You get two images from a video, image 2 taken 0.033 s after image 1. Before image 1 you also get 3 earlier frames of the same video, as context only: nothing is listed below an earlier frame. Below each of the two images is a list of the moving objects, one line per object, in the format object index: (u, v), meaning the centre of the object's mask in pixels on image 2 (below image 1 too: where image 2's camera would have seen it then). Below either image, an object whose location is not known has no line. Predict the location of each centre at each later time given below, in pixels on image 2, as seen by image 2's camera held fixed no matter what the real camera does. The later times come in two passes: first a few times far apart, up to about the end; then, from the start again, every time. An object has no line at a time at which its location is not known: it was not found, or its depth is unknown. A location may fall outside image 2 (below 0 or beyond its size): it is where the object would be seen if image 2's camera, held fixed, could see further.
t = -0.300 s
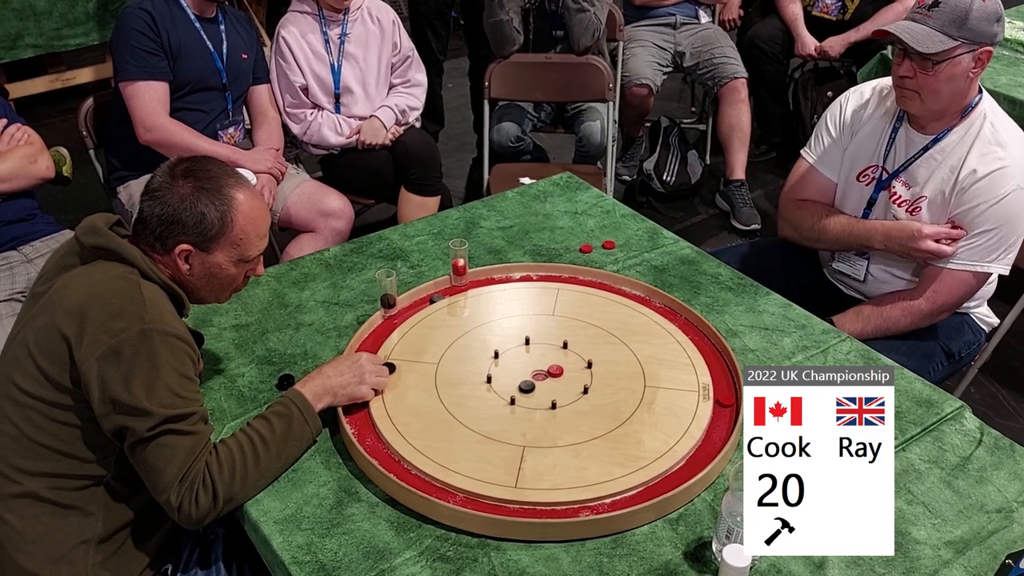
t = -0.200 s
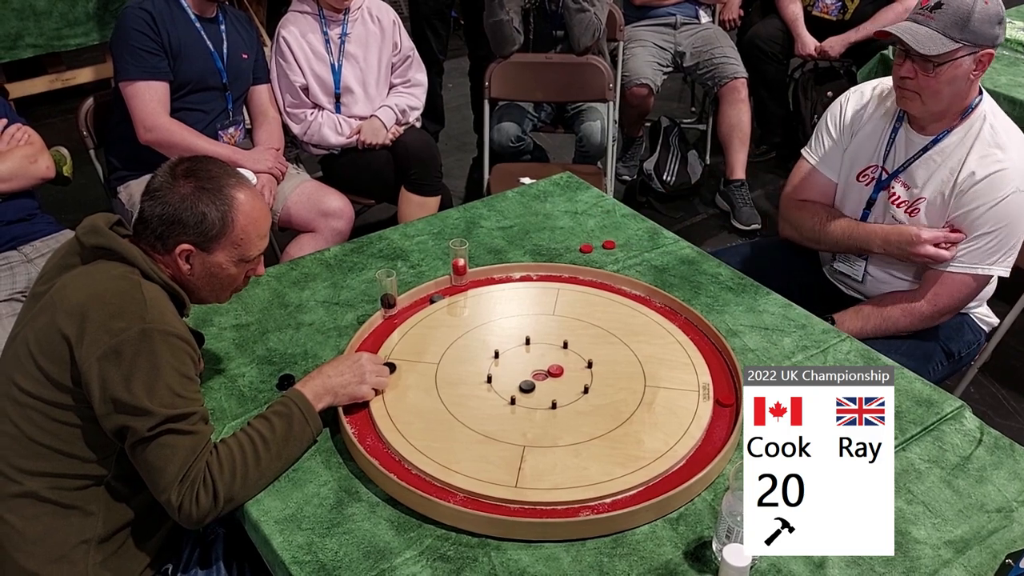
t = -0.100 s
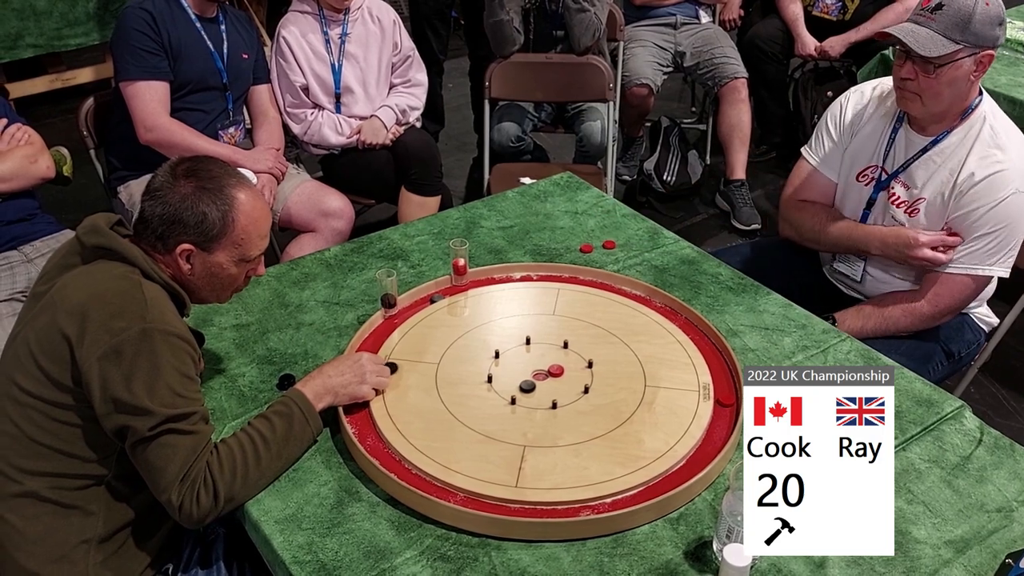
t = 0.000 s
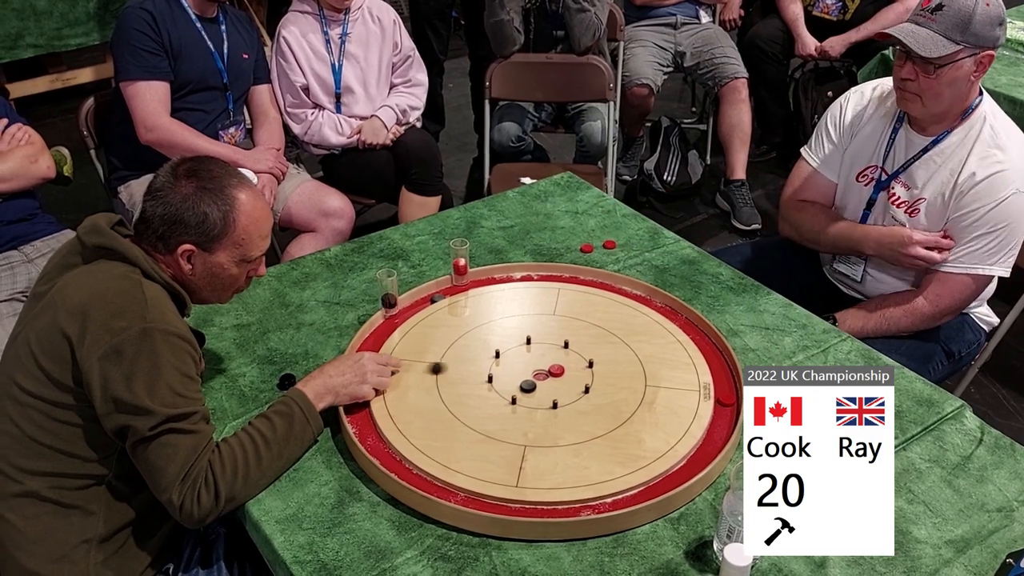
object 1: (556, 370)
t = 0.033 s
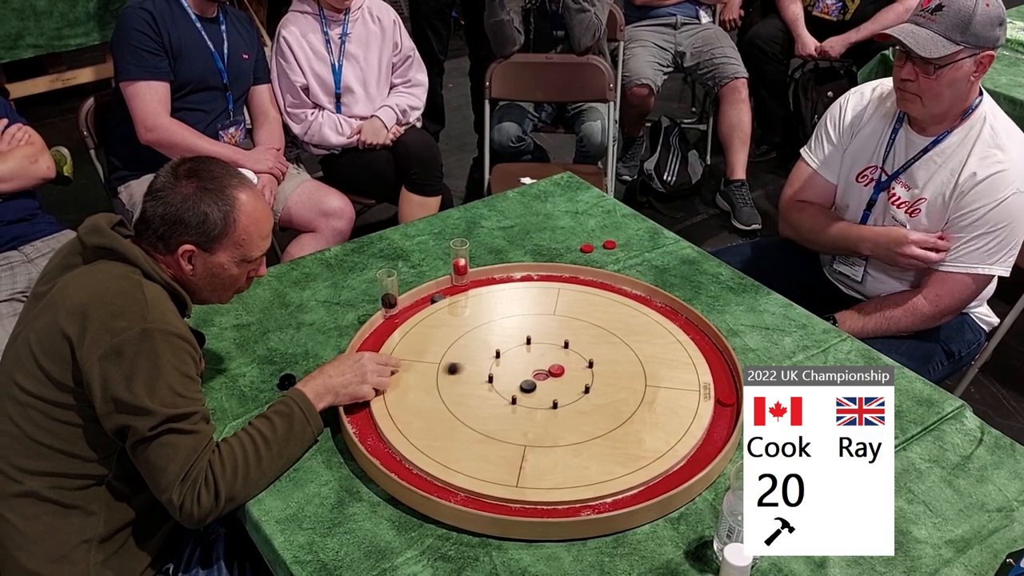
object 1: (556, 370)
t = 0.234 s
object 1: (558, 370)
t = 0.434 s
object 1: (621, 374)
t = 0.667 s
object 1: (673, 378)
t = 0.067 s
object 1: (556, 370)
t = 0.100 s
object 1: (556, 370)
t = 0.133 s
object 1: (556, 370)
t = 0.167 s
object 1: (556, 370)
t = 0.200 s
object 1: (556, 370)
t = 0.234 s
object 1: (558, 370)
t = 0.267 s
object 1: (570, 371)
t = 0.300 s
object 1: (581, 372)
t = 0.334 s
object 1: (592, 372)
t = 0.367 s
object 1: (602, 373)
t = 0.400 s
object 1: (612, 374)
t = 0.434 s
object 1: (621, 374)
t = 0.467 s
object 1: (630, 375)
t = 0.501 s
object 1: (638, 375)
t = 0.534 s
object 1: (646, 376)
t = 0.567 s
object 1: (654, 376)
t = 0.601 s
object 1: (661, 377)
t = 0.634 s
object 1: (667, 377)
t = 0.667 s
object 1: (673, 378)
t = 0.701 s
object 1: (679, 378)
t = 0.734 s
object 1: (684, 379)
